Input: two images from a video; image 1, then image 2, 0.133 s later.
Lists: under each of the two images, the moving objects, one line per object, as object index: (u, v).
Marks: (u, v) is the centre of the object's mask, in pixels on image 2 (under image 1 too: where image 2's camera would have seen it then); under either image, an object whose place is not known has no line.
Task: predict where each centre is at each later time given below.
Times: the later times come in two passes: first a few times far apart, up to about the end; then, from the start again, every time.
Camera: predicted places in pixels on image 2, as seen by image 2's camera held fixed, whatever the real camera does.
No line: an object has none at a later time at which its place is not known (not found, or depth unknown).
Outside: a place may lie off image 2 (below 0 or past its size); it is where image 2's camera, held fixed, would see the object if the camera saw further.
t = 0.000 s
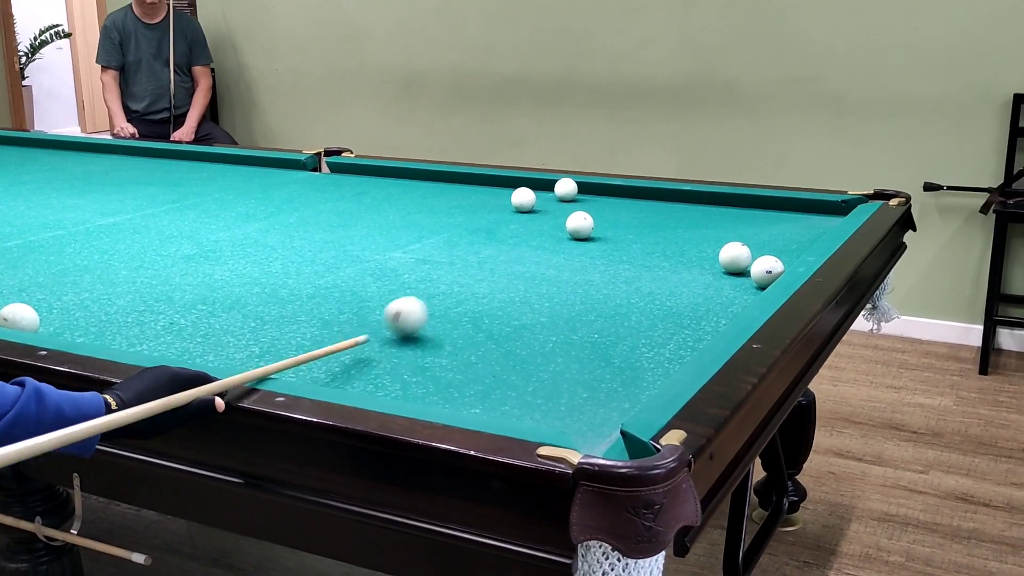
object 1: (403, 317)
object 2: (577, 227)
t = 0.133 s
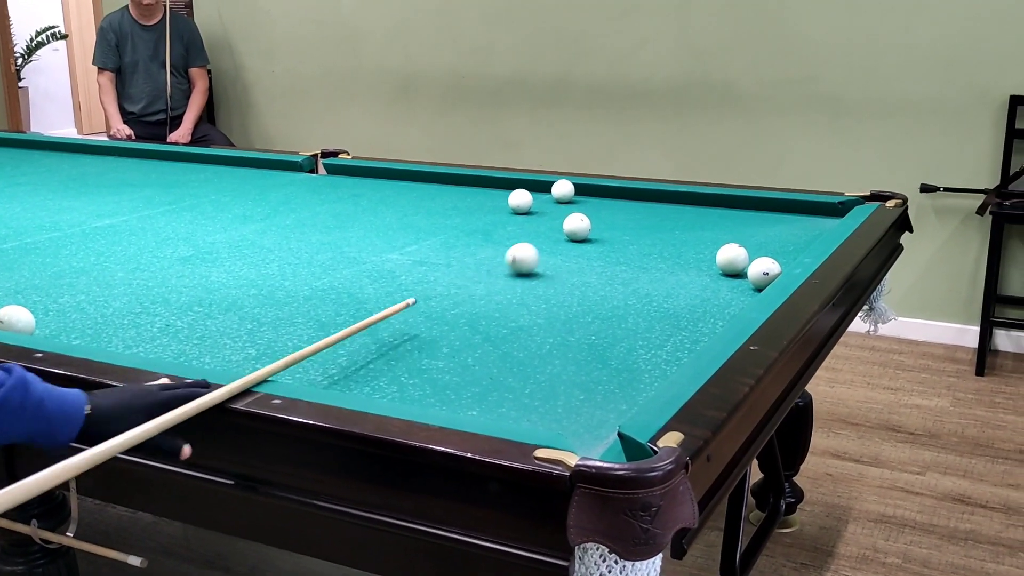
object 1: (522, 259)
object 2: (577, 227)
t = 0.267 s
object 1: (585, 232)
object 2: (588, 211)
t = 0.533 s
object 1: (659, 221)
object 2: (570, 201)
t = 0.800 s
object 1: (726, 205)
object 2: (479, 225)
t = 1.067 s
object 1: (735, 207)
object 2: (367, 256)
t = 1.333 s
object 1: (719, 216)
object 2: (224, 295)
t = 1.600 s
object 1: (704, 225)
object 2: (75, 329)
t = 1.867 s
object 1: (688, 234)
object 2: (162, 299)
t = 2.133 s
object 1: (671, 244)
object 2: (228, 273)
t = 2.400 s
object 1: (653, 254)
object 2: (281, 250)
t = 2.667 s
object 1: (635, 265)
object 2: (326, 232)
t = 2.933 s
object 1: (616, 276)
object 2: (364, 217)
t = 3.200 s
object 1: (598, 287)
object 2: (396, 204)
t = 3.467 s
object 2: (424, 193)
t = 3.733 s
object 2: (448, 183)
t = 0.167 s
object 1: (544, 248)
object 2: (577, 227)
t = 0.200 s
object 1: (562, 238)
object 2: (580, 225)
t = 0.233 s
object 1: (576, 232)
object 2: (582, 216)
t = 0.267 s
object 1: (585, 232)
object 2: (588, 211)
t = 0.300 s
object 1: (594, 232)
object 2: (594, 207)
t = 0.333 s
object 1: (603, 231)
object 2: (600, 202)
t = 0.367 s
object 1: (612, 230)
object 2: (605, 196)
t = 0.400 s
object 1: (622, 229)
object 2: (610, 190)
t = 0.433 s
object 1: (631, 227)
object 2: (602, 191)
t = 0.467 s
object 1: (640, 225)
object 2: (590, 195)
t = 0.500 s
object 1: (650, 223)
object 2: (580, 198)
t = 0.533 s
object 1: (659, 221)
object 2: (570, 201)
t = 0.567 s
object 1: (668, 219)
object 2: (559, 204)
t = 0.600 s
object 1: (677, 216)
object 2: (548, 206)
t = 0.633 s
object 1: (685, 215)
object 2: (538, 209)
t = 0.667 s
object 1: (693, 213)
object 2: (527, 213)
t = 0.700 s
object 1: (702, 211)
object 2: (515, 216)
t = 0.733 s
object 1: (710, 209)
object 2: (503, 219)
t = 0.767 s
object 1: (718, 207)
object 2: (491, 222)
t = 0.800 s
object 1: (726, 205)
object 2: (479, 225)
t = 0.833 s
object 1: (733, 203)
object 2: (467, 228)
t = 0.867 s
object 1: (741, 202)
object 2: (453, 232)
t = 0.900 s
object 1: (745, 201)
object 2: (440, 236)
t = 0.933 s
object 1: (742, 202)
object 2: (426, 240)
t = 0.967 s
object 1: (740, 203)
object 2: (412, 244)
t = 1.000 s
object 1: (738, 205)
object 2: (398, 247)
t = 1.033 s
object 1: (736, 206)
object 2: (383, 251)
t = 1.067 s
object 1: (735, 207)
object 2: (367, 256)
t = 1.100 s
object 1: (733, 208)
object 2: (351, 260)
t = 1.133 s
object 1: (731, 209)
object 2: (337, 267)
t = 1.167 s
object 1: (729, 210)
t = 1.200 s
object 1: (727, 211)
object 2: (298, 271)
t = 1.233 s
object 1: (725, 213)
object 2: (282, 279)
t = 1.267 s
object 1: (723, 214)
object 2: (263, 284)
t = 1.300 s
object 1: (721, 215)
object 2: (244, 289)
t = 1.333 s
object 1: (719, 216)
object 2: (224, 295)
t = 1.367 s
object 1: (718, 217)
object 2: (203, 300)
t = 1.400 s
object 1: (716, 218)
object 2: (182, 306)
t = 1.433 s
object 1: (714, 219)
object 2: (160, 312)
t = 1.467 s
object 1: (712, 221)
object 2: (137, 318)
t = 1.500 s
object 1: (710, 222)
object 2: (112, 325)
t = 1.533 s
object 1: (708, 222)
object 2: (87, 329)
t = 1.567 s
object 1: (706, 224)
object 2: (63, 331)
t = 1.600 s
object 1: (704, 225)
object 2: (75, 329)
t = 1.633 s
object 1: (702, 226)
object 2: (89, 327)
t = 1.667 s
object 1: (700, 227)
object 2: (101, 323)
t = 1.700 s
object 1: (698, 228)
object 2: (112, 319)
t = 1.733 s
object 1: (696, 229)
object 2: (118, 310)
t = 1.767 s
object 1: (694, 231)
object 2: (144, 319)
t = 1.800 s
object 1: (692, 232)
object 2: (146, 309)
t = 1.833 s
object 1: (690, 233)
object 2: (153, 303)
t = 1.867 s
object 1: (688, 234)
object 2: (162, 299)
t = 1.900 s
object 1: (686, 235)
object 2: (171, 296)
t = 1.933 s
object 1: (683, 236)
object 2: (180, 292)
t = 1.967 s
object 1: (681, 238)
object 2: (188, 288)
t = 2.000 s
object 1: (679, 239)
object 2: (197, 285)
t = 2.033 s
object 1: (677, 240)
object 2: (205, 282)
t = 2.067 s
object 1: (675, 242)
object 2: (213, 279)
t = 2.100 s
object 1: (673, 243)
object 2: (220, 275)
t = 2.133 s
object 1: (671, 244)
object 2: (228, 273)
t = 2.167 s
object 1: (668, 245)
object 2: (235, 270)
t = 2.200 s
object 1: (666, 247)
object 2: (242, 267)
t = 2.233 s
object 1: (664, 248)
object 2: (249, 264)
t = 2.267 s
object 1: (662, 249)
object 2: (256, 261)
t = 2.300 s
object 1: (660, 250)
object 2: (263, 258)
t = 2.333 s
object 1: (657, 252)
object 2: (269, 256)
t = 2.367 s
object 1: (655, 253)
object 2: (275, 253)
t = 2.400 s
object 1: (653, 254)
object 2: (281, 250)
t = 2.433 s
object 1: (651, 255)
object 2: (288, 248)
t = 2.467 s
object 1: (648, 257)
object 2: (293, 246)
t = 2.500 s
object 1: (646, 258)
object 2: (299, 243)
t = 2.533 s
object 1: (644, 259)
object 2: (305, 241)
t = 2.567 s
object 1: (642, 261)
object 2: (310, 239)
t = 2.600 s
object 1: (639, 262)
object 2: (316, 236)
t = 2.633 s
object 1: (637, 263)
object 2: (321, 234)
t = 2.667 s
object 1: (635, 265)
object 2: (326, 232)
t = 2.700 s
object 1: (632, 266)
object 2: (331, 230)
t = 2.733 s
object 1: (630, 267)
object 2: (336, 228)
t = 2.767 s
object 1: (628, 269)
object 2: (341, 226)
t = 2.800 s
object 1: (625, 270)
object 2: (346, 224)
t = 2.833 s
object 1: (623, 271)
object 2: (350, 222)
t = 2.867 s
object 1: (621, 273)
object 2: (355, 220)
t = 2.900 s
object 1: (618, 274)
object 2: (359, 218)
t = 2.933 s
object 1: (616, 276)
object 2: (364, 217)
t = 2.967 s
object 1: (614, 277)
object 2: (368, 215)
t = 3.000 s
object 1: (612, 278)
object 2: (372, 214)
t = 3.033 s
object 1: (609, 280)
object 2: (376, 212)
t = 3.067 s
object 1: (607, 281)
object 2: (380, 210)
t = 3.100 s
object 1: (605, 282)
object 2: (384, 208)
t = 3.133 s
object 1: (602, 284)
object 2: (388, 207)
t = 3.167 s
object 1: (600, 285)
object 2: (392, 206)
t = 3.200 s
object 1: (598, 287)
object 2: (396, 204)
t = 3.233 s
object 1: (596, 288)
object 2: (400, 202)
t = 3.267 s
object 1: (593, 289)
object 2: (403, 201)
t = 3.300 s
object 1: (591, 291)
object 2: (407, 199)
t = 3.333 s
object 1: (589, 292)
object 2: (410, 198)
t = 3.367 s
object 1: (587, 293)
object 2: (414, 197)
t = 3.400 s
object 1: (585, 295)
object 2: (417, 195)
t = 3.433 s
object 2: (420, 194)
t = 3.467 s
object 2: (424, 193)
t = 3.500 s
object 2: (427, 191)
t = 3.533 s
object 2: (430, 190)
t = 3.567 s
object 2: (433, 189)
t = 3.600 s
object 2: (436, 188)
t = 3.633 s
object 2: (439, 186)
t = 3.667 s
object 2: (442, 185)
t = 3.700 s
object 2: (445, 184)
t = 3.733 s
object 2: (448, 183)
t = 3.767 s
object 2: (451, 181)
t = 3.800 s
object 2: (453, 180)
